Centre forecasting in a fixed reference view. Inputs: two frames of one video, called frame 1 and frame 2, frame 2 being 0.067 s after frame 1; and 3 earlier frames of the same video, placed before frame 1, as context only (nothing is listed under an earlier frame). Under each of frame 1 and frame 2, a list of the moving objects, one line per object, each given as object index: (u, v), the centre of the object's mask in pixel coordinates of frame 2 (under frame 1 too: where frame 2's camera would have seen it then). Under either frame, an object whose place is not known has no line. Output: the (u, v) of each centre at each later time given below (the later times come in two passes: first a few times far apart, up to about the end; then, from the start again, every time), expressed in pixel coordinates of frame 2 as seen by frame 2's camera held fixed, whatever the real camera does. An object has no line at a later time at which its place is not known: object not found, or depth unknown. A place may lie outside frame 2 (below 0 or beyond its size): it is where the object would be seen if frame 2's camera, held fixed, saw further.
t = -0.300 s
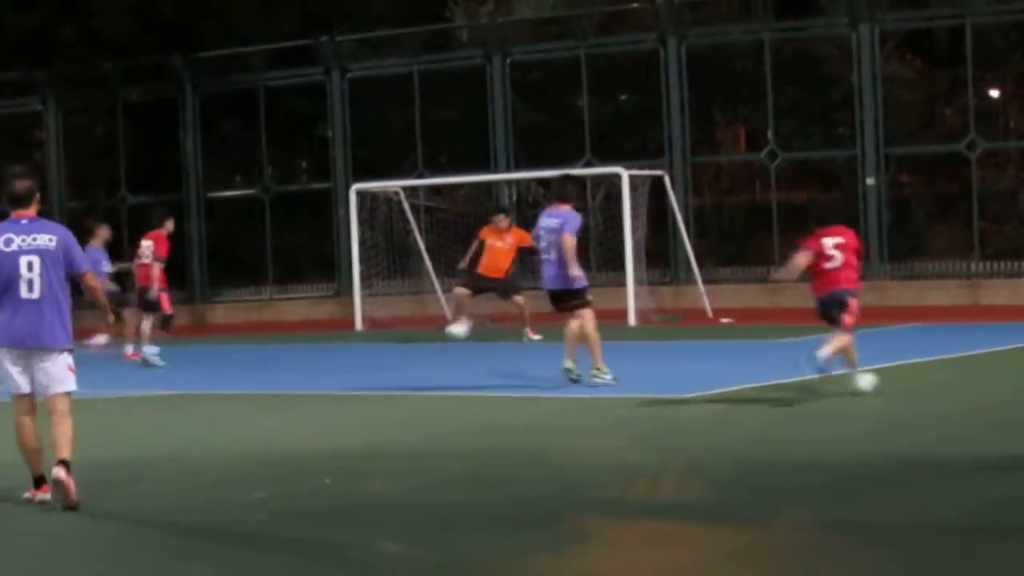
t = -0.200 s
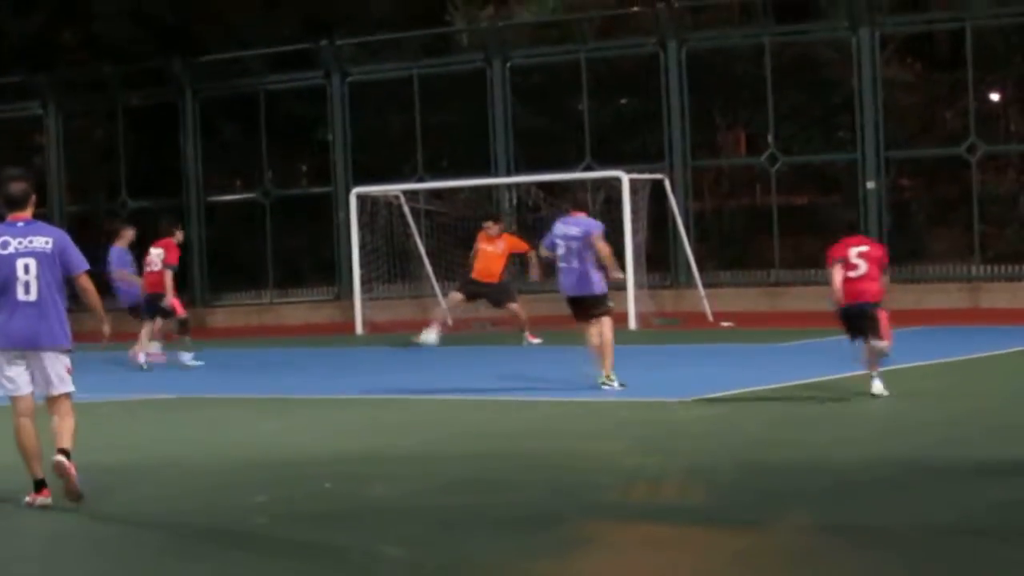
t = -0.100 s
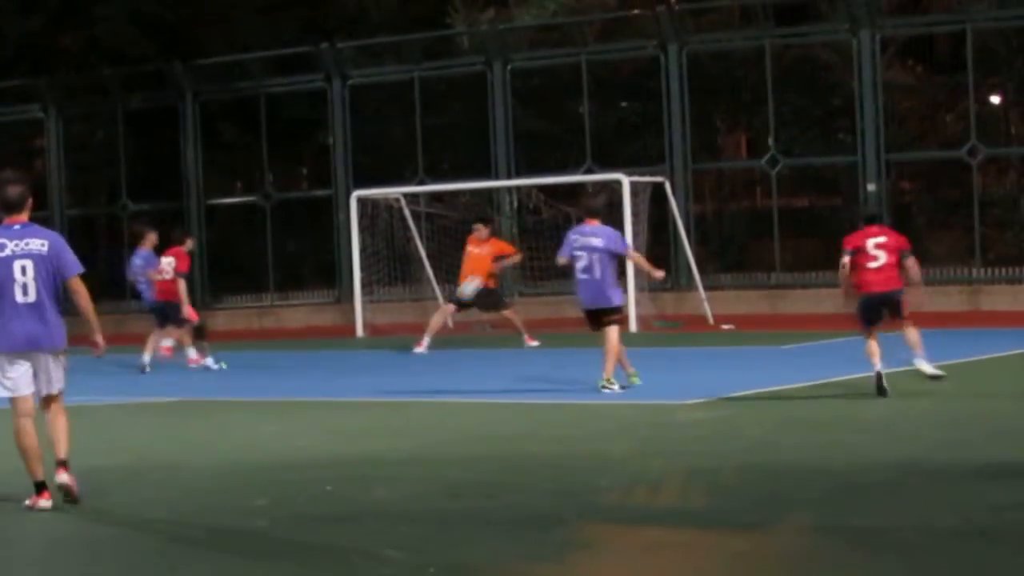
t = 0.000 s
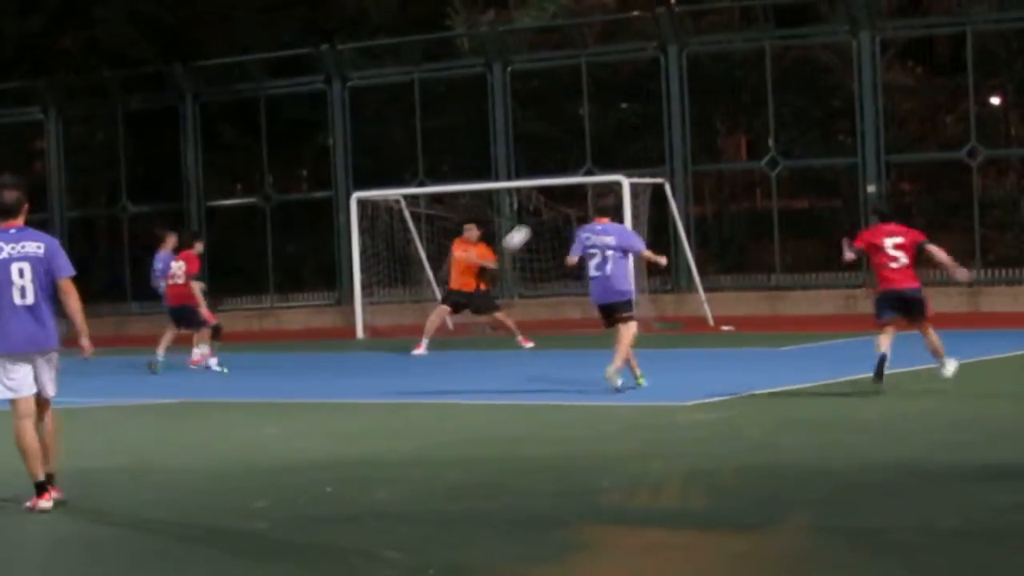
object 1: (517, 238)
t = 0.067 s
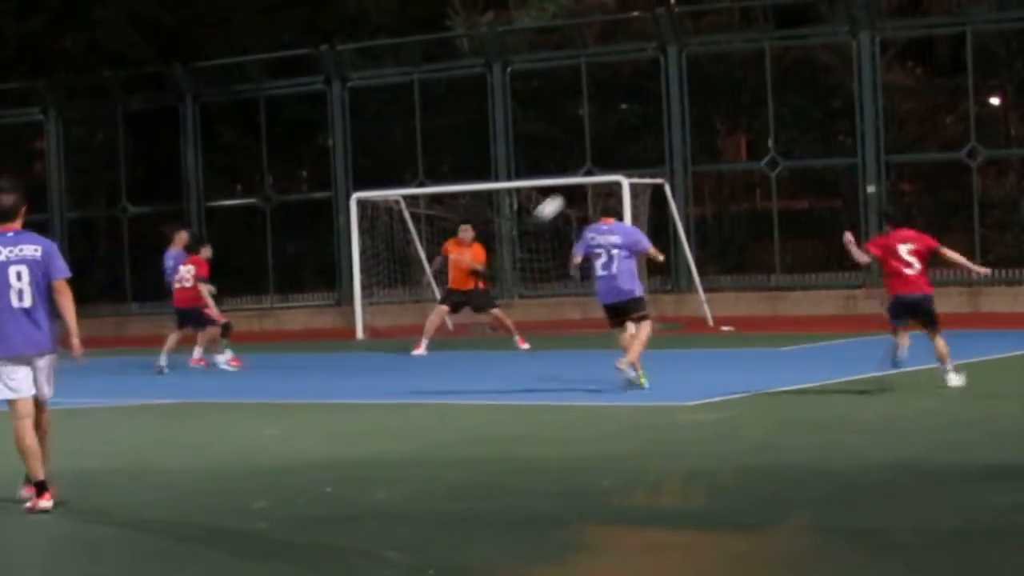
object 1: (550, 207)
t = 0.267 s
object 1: (660, 132)
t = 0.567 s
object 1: (859, 73)
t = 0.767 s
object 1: (1011, 79)
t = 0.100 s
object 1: (566, 194)
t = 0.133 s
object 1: (585, 180)
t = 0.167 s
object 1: (605, 165)
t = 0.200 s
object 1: (622, 154)
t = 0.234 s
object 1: (640, 143)
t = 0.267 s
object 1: (660, 132)
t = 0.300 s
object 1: (680, 122)
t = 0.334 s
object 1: (701, 113)
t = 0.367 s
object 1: (722, 104)
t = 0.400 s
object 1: (744, 96)
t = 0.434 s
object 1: (766, 90)
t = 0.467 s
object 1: (788, 84)
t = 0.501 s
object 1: (811, 79)
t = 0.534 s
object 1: (835, 76)
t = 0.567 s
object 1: (859, 73)
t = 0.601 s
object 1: (884, 70)
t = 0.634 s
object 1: (909, 70)
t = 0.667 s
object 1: (935, 70)
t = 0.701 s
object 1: (962, 73)
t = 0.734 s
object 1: (989, 76)
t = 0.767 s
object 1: (1011, 79)
